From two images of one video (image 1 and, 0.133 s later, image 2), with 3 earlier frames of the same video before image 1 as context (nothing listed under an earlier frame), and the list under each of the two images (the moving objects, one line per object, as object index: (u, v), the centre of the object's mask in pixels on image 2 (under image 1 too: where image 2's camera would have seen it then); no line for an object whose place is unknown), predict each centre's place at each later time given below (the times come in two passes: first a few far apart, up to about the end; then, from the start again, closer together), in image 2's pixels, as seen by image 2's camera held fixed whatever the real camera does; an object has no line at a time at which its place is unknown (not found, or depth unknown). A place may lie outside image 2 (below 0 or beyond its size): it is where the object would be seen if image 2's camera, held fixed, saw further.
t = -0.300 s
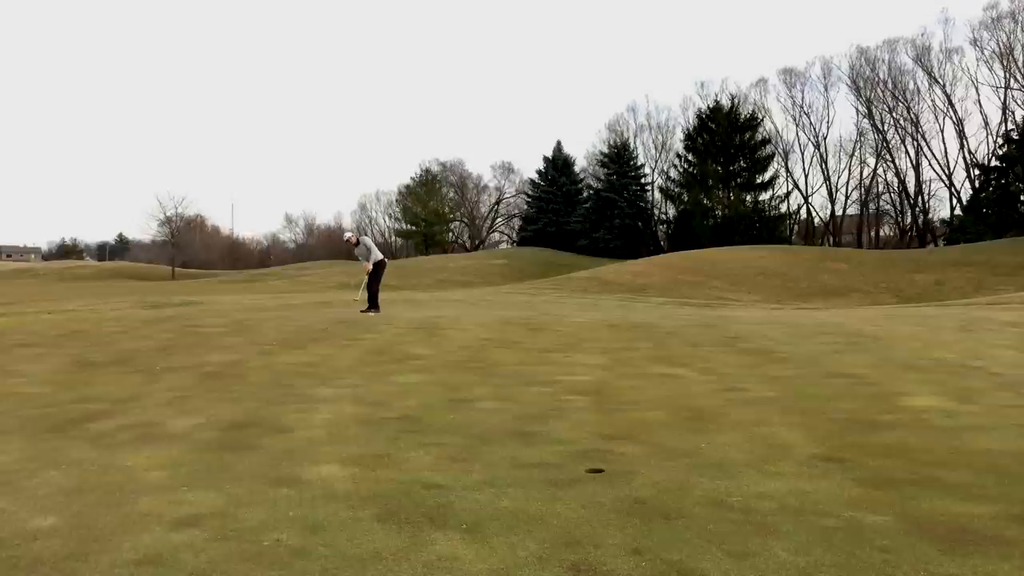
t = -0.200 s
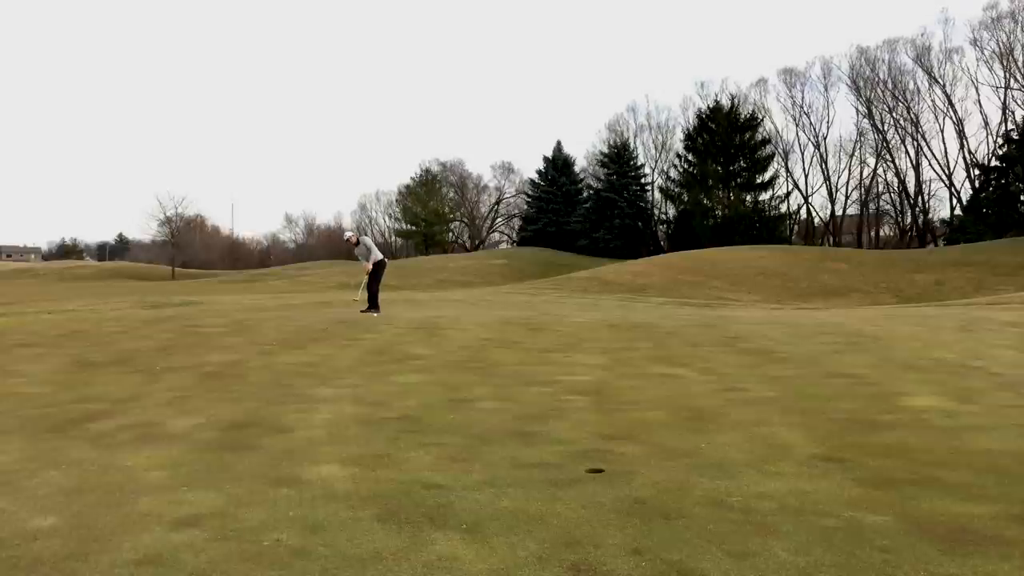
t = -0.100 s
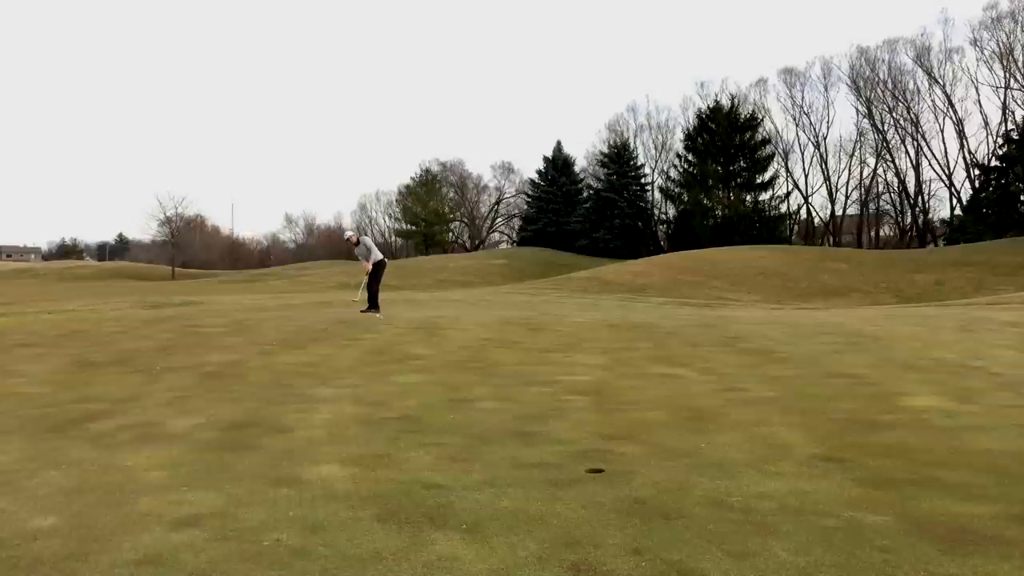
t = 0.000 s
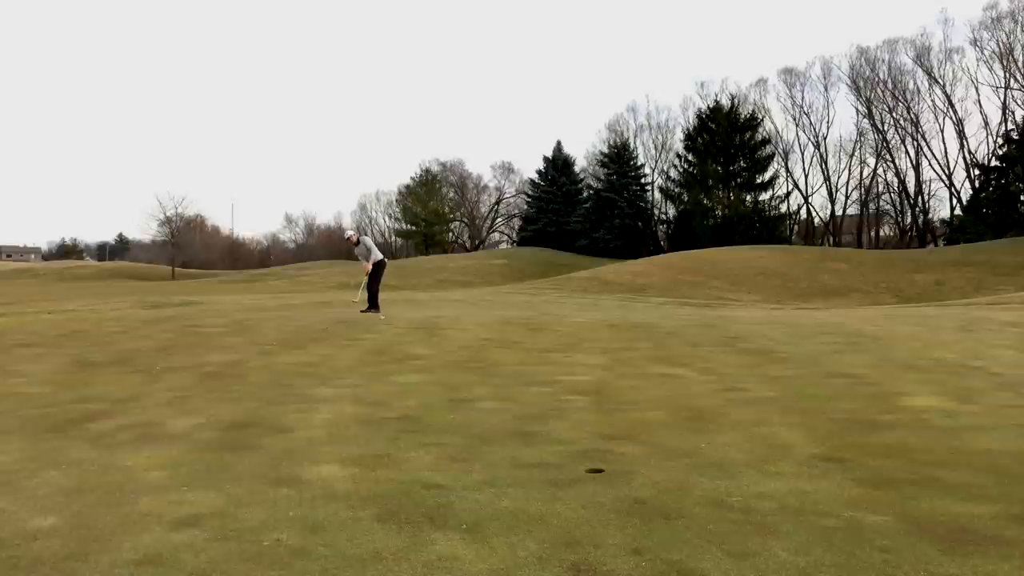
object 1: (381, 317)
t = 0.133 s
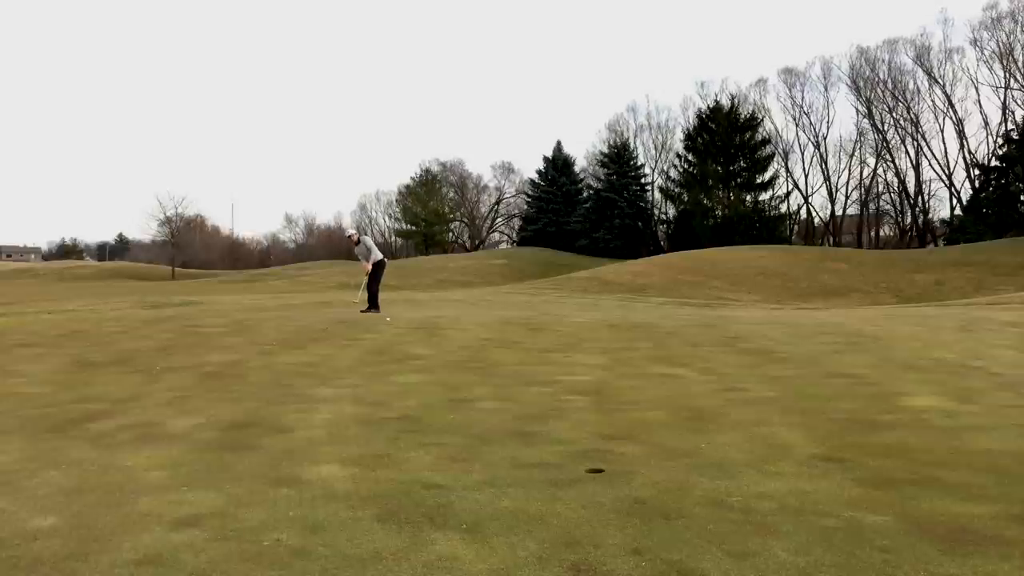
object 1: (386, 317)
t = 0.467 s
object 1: (401, 324)
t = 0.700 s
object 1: (411, 328)
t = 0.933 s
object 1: (421, 333)
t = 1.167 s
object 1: (432, 338)
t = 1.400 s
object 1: (442, 343)
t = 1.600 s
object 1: (451, 348)
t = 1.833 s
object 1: (462, 354)
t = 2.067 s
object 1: (472, 360)
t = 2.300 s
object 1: (483, 366)
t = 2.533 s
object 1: (490, 372)
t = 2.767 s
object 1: (498, 379)
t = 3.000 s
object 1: (506, 386)
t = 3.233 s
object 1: (513, 393)
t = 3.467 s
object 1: (519, 400)
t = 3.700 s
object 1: (523, 407)
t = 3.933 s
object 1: (527, 413)
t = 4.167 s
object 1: (529, 420)
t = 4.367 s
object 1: (530, 426)
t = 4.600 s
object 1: (531, 432)
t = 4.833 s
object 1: (532, 438)
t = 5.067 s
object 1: (532, 443)
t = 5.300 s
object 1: (530, 447)
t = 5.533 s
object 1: (527, 450)
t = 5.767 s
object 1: (524, 452)
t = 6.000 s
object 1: (522, 453)
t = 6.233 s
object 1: (522, 454)
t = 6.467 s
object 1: (522, 454)
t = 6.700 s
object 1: (522, 454)
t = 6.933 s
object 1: (522, 454)
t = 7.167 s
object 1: (522, 454)
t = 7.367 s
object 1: (522, 454)
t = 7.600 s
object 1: (522, 454)
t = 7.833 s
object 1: (522, 454)
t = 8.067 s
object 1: (522, 454)
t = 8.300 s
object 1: (522, 454)
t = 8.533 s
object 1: (522, 454)
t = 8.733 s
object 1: (522, 454)
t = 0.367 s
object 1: (396, 322)
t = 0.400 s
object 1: (398, 323)
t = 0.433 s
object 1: (399, 324)
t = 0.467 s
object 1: (401, 324)
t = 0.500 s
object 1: (403, 324)
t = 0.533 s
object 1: (405, 325)
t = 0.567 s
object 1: (406, 326)
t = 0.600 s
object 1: (407, 326)
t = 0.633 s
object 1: (408, 327)
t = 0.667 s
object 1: (410, 327)
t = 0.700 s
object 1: (411, 328)
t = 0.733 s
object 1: (412, 329)
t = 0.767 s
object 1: (414, 329)
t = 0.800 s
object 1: (415, 330)
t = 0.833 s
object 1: (416, 331)
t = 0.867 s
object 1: (418, 331)
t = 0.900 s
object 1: (419, 332)
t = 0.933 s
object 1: (421, 333)
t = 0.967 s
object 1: (423, 334)
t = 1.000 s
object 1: (424, 334)
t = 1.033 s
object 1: (426, 335)
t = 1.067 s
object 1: (427, 335)
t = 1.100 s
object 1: (429, 336)
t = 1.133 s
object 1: (430, 337)
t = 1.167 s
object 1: (432, 338)
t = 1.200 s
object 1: (433, 339)
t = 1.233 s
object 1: (435, 339)
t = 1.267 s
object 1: (437, 341)
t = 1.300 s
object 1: (438, 341)
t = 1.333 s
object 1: (439, 342)
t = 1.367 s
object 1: (441, 343)
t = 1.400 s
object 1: (442, 343)
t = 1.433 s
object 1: (444, 344)
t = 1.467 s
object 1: (445, 345)
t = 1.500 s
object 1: (447, 346)
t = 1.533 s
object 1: (448, 347)
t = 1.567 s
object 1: (450, 347)
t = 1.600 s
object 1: (451, 348)
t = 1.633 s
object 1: (453, 349)
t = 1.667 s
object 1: (454, 350)
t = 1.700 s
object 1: (456, 351)
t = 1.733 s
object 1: (457, 351)
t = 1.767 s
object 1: (459, 352)
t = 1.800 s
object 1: (460, 353)
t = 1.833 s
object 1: (462, 354)
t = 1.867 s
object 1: (464, 355)
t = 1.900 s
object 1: (465, 356)
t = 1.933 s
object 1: (467, 357)
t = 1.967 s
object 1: (468, 358)
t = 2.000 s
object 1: (469, 359)
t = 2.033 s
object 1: (471, 359)
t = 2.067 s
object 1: (472, 360)
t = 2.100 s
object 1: (474, 361)
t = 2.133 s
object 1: (475, 362)
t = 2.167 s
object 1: (477, 363)
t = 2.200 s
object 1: (478, 363)
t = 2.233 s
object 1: (480, 365)
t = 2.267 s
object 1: (481, 365)
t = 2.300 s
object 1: (483, 366)
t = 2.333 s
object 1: (484, 367)
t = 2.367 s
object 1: (485, 368)
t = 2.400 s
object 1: (486, 368)
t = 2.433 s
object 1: (487, 370)
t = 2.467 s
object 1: (488, 371)
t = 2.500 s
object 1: (489, 372)
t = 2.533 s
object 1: (490, 372)
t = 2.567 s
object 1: (492, 373)
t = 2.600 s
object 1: (493, 375)
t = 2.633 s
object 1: (494, 376)
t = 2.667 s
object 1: (495, 377)
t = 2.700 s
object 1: (496, 377)
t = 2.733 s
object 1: (497, 378)
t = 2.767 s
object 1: (498, 379)
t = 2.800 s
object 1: (500, 380)
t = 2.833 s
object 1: (501, 381)
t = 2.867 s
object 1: (502, 382)
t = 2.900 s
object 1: (503, 383)
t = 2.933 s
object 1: (504, 384)
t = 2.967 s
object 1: (505, 385)
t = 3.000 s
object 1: (506, 386)
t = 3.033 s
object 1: (507, 387)
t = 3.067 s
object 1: (508, 388)
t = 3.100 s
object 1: (509, 389)
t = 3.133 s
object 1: (510, 390)
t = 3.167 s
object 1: (511, 391)
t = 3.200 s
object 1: (512, 392)
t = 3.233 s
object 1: (513, 393)
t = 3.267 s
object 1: (514, 394)
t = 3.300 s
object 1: (515, 395)
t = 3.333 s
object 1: (516, 396)
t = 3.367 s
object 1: (516, 397)
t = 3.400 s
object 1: (517, 398)
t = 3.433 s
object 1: (518, 399)
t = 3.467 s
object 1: (519, 400)
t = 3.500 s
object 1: (520, 401)
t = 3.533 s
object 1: (520, 402)
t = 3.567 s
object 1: (521, 403)
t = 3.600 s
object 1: (522, 404)
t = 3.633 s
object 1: (522, 405)
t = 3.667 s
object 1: (523, 406)
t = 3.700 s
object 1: (523, 407)
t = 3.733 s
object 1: (524, 408)
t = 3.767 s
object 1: (524, 409)
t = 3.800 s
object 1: (525, 410)
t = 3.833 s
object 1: (526, 411)
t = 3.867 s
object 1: (526, 412)
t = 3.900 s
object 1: (527, 413)
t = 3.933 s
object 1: (527, 413)
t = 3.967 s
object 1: (528, 414)
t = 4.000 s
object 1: (528, 416)
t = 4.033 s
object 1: (528, 417)
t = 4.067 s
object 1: (528, 417)
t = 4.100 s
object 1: (529, 418)
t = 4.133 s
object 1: (529, 420)
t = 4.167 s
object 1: (529, 420)
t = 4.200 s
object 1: (529, 421)
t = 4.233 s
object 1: (530, 423)
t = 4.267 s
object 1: (530, 423)
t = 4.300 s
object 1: (530, 424)
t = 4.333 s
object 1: (530, 425)
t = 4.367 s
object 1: (530, 426)
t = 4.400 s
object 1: (531, 427)
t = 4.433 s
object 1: (531, 428)
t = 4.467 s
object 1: (531, 429)
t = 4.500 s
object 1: (531, 430)
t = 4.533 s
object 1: (531, 430)
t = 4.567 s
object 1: (531, 431)
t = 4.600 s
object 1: (531, 432)
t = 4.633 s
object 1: (532, 433)
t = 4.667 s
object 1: (532, 434)
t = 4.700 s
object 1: (532, 435)
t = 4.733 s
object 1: (532, 435)
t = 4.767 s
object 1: (532, 436)
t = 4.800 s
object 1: (532, 437)
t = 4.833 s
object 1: (532, 438)
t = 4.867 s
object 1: (532, 438)
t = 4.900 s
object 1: (532, 439)
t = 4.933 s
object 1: (532, 440)
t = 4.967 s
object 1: (532, 440)
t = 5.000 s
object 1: (532, 441)
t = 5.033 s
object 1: (532, 442)
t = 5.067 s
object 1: (532, 443)
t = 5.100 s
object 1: (532, 443)
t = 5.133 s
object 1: (531, 444)
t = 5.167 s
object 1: (531, 445)
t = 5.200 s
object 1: (531, 445)
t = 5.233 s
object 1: (530, 445)
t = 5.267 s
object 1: (530, 446)
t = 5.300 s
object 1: (530, 447)
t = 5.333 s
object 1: (529, 447)
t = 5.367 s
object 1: (529, 448)
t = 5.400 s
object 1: (529, 448)
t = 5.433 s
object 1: (528, 448)
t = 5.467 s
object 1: (528, 449)
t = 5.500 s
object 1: (527, 449)
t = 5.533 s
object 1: (527, 450)
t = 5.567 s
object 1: (526, 450)
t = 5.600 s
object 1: (526, 450)
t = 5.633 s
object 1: (525, 451)
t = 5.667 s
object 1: (525, 451)
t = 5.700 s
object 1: (525, 451)
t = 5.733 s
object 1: (524, 452)
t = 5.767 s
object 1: (524, 452)
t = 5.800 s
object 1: (524, 452)
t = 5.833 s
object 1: (524, 452)
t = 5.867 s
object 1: (523, 453)
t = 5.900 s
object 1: (523, 453)
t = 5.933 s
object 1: (523, 453)
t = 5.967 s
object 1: (523, 453)
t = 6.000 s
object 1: (522, 453)
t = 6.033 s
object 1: (522, 454)
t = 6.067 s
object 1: (522, 454)
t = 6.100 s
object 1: (522, 454)
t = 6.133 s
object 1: (522, 454)
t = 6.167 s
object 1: (522, 454)
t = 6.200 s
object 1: (522, 454)
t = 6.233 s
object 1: (522, 454)
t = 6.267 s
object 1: (522, 454)
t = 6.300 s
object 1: (522, 454)
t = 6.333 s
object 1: (522, 454)
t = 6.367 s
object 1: (522, 454)
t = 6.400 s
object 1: (522, 454)
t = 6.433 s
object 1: (522, 454)
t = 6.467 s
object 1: (522, 454)
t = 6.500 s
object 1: (522, 454)
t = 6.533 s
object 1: (522, 454)
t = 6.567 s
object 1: (522, 454)
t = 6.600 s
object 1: (522, 454)
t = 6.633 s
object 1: (522, 454)
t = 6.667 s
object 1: (522, 454)
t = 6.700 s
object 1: (522, 454)
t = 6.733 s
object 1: (522, 454)
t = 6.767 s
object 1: (522, 454)
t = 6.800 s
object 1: (522, 454)
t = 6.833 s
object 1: (522, 454)
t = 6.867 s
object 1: (522, 454)
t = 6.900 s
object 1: (522, 454)
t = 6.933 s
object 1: (522, 454)
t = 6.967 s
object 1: (522, 454)
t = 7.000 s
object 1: (522, 454)
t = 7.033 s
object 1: (522, 454)
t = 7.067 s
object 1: (522, 454)
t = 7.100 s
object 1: (522, 454)
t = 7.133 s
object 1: (522, 454)
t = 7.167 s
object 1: (522, 454)
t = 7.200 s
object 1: (522, 454)
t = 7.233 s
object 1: (522, 454)
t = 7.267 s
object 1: (522, 454)
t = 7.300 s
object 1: (522, 454)
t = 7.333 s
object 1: (522, 454)
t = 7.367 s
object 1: (522, 454)
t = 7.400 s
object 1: (522, 454)
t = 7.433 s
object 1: (522, 454)
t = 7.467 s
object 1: (522, 454)
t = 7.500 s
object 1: (522, 454)
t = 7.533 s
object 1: (522, 454)
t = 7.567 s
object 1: (522, 454)
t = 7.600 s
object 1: (522, 454)
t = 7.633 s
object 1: (522, 454)
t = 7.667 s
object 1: (522, 454)
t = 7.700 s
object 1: (522, 454)
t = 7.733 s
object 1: (522, 454)
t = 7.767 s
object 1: (522, 454)
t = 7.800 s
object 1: (522, 454)
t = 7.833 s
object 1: (522, 454)
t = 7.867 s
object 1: (522, 454)
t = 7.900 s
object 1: (522, 454)
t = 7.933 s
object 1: (522, 454)
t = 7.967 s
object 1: (522, 454)
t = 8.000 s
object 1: (522, 454)
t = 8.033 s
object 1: (522, 454)
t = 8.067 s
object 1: (522, 454)
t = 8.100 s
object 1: (522, 454)
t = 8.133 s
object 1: (522, 454)
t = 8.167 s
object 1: (522, 454)
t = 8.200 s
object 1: (522, 454)
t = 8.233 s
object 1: (522, 454)
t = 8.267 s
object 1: (522, 454)
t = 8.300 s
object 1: (522, 454)
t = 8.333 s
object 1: (522, 454)
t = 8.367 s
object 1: (522, 454)
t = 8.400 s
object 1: (522, 454)
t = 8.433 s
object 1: (522, 454)
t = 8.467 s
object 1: (522, 454)
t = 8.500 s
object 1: (522, 454)
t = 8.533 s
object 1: (522, 454)
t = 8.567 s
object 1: (522, 454)
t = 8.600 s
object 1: (522, 454)
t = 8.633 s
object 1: (522, 454)
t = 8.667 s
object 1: (522, 454)
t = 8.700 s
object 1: (522, 454)
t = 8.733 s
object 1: (522, 454)
